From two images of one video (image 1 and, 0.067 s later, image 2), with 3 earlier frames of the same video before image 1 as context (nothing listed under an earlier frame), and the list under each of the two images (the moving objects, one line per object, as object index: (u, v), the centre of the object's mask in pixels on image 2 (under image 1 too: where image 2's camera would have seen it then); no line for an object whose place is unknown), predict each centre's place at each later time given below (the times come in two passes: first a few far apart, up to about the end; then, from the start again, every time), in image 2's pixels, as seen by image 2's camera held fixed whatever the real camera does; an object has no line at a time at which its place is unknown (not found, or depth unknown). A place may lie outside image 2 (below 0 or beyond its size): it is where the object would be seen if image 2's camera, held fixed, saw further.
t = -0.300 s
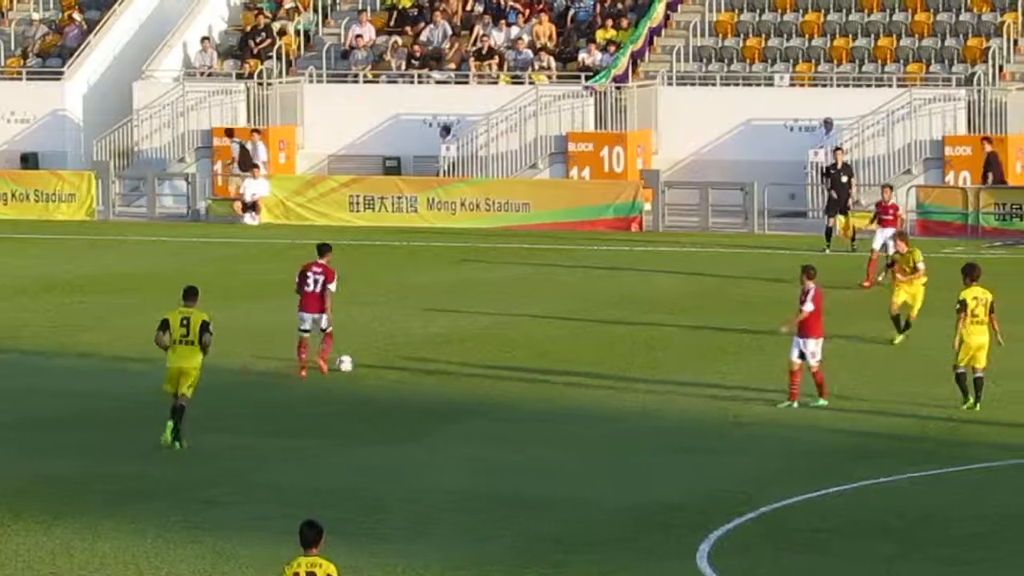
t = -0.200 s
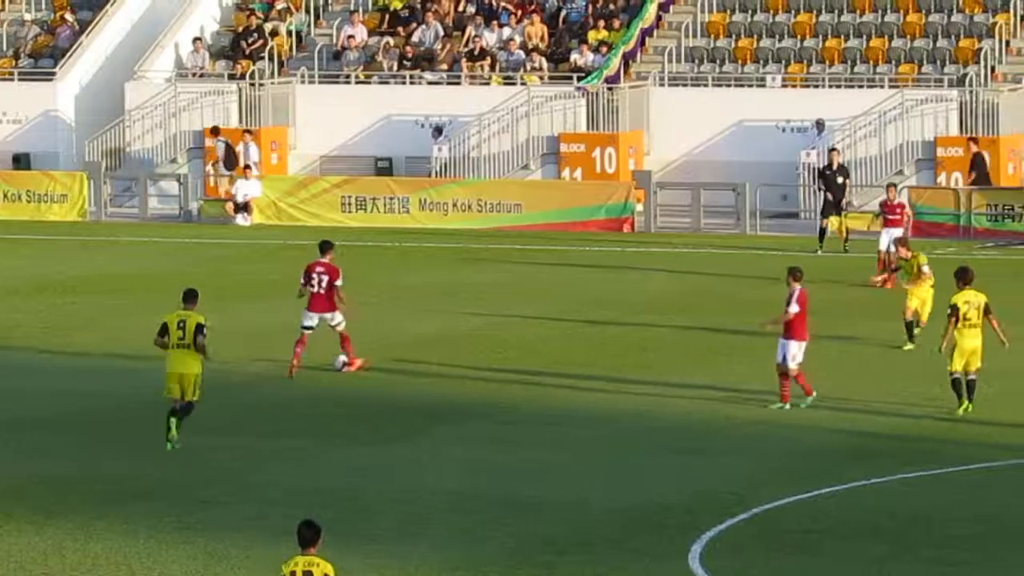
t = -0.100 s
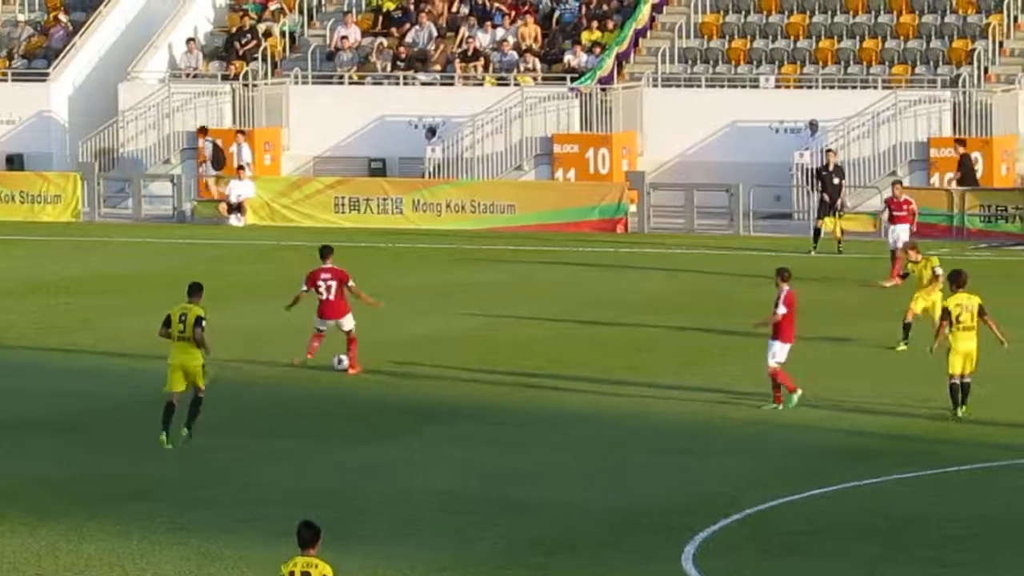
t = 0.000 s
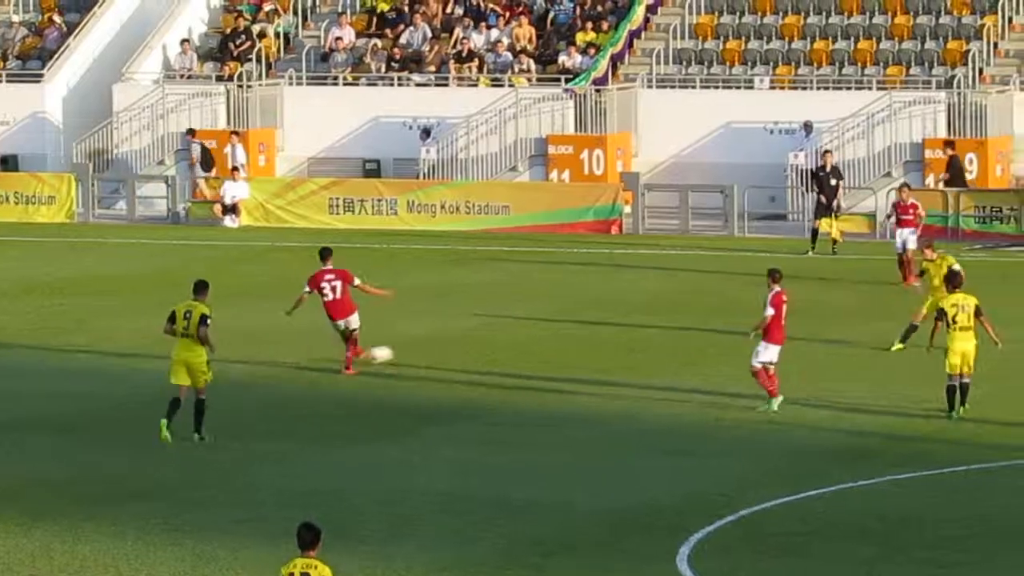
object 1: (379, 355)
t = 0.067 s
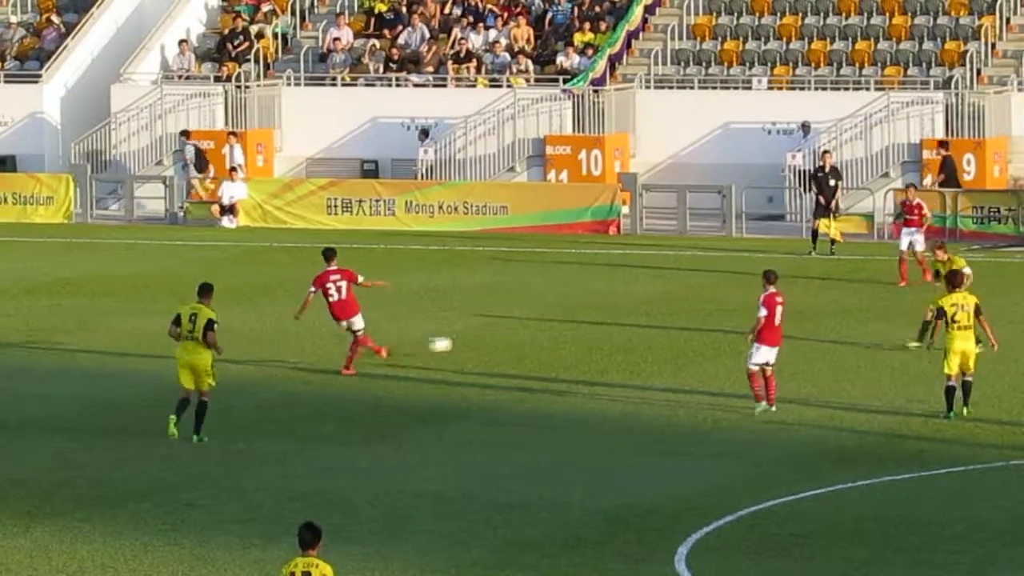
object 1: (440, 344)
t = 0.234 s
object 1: (580, 331)
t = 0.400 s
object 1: (698, 320)
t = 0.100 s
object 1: (470, 342)
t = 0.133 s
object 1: (500, 340)
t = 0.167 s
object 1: (528, 338)
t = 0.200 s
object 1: (555, 336)
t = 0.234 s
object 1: (580, 331)
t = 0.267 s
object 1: (605, 327)
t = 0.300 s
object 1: (629, 323)
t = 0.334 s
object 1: (653, 321)
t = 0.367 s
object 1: (676, 321)
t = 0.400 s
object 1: (698, 320)
